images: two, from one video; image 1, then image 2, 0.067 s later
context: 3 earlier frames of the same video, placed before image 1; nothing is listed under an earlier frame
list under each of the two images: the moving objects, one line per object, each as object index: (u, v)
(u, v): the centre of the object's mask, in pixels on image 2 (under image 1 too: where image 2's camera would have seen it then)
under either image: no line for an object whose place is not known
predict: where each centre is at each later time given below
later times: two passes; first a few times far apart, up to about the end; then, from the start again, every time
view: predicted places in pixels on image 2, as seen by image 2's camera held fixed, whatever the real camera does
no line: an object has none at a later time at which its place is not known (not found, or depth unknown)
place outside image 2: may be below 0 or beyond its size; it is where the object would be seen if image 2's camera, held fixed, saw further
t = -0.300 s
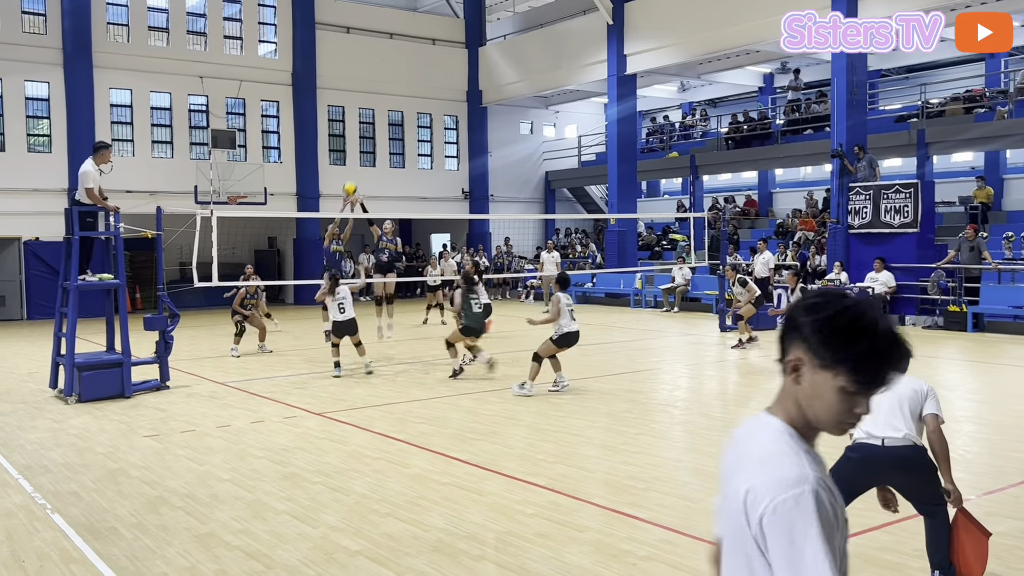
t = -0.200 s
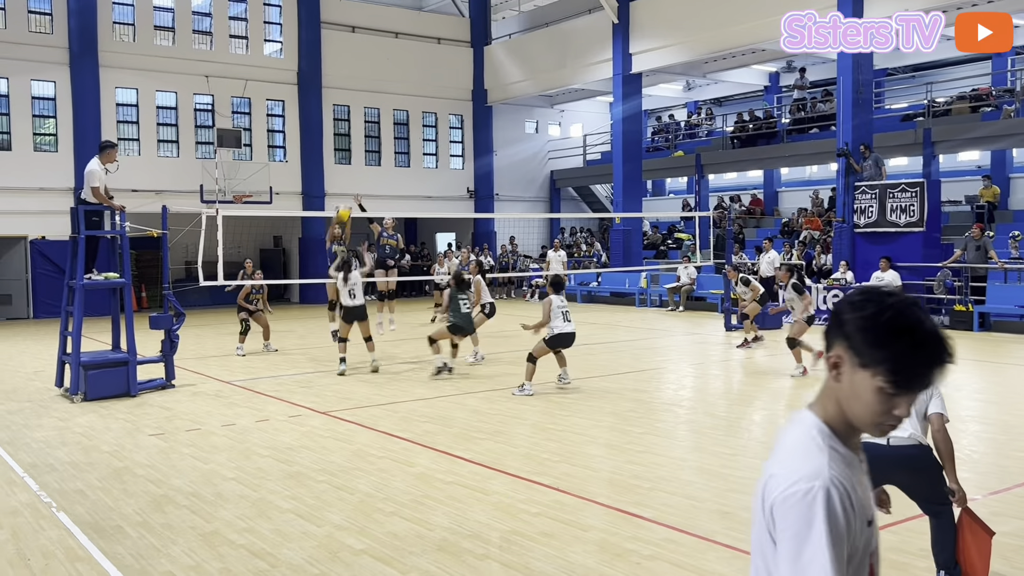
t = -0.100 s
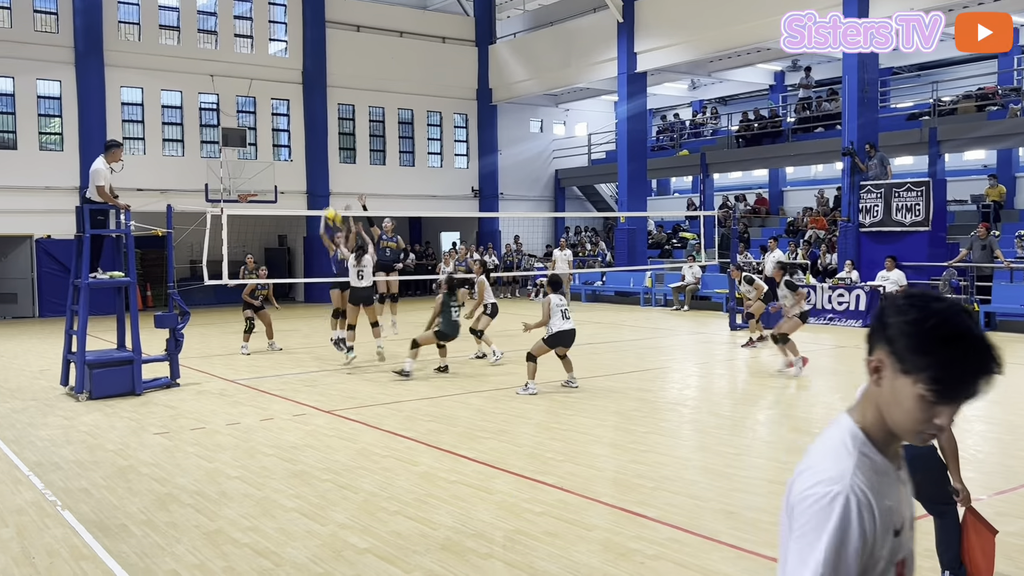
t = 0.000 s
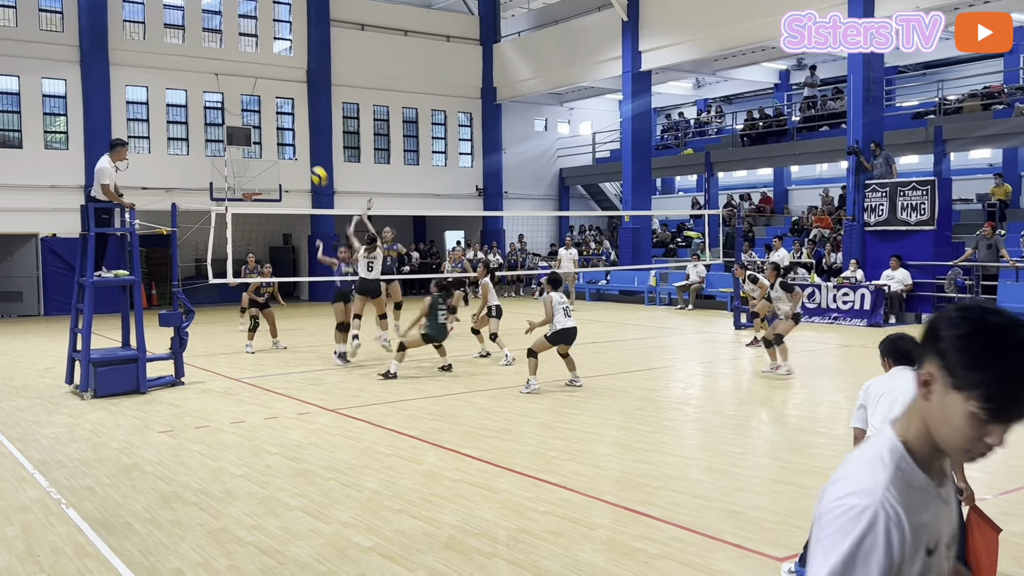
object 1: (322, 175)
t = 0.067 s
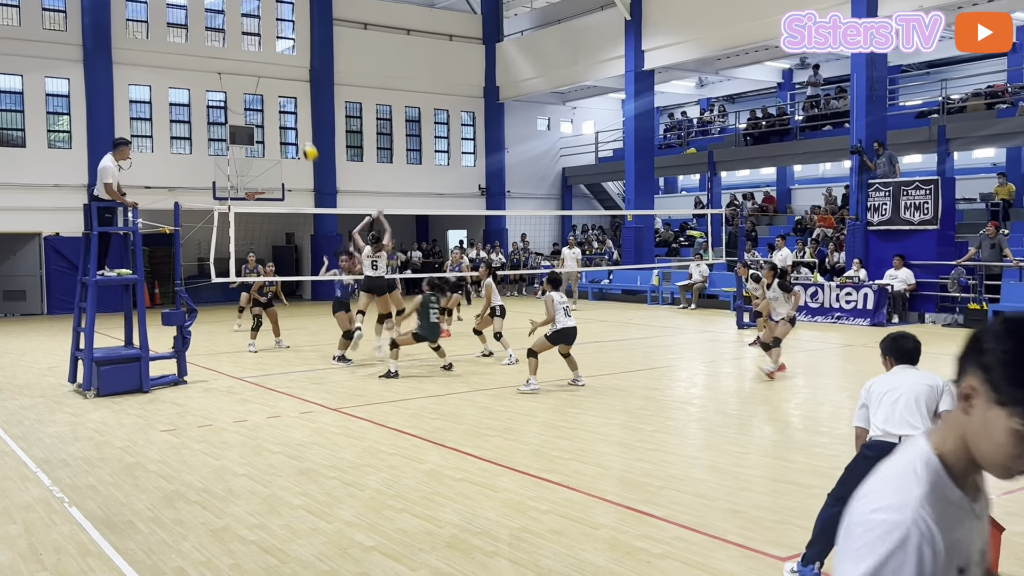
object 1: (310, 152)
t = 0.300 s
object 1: (265, 96)
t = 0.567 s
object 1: (213, 80)
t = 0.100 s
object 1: (303, 142)
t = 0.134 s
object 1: (297, 132)
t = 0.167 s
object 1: (290, 122)
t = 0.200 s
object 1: (284, 115)
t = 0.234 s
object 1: (278, 108)
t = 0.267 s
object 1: (271, 101)
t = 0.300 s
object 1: (265, 96)
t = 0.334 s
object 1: (258, 90)
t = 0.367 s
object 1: (252, 87)
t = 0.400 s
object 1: (246, 84)
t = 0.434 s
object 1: (239, 81)
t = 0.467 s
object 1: (232, 80)
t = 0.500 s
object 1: (226, 79)
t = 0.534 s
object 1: (220, 80)
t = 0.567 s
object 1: (213, 80)
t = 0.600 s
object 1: (206, 83)
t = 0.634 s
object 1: (200, 86)
